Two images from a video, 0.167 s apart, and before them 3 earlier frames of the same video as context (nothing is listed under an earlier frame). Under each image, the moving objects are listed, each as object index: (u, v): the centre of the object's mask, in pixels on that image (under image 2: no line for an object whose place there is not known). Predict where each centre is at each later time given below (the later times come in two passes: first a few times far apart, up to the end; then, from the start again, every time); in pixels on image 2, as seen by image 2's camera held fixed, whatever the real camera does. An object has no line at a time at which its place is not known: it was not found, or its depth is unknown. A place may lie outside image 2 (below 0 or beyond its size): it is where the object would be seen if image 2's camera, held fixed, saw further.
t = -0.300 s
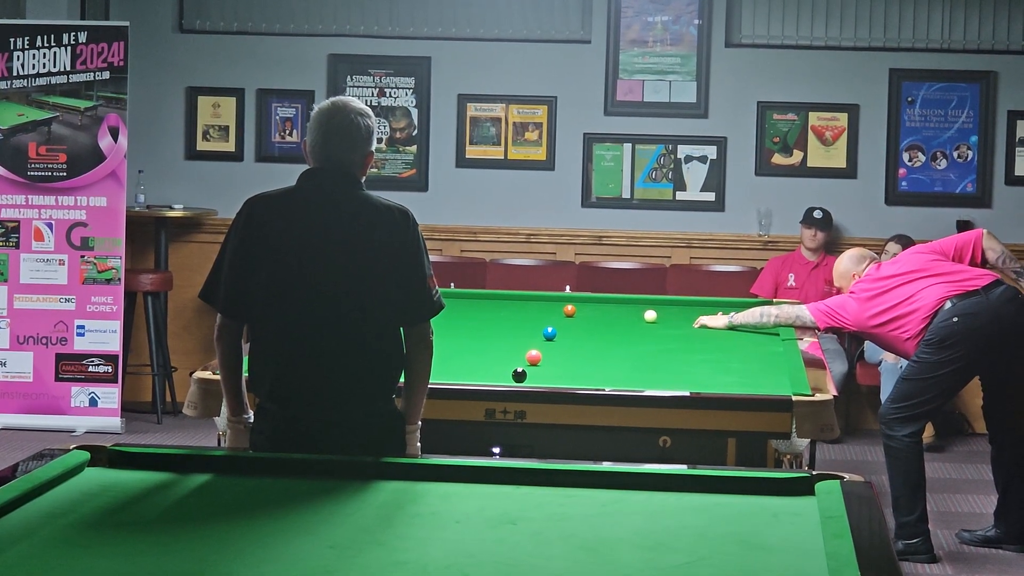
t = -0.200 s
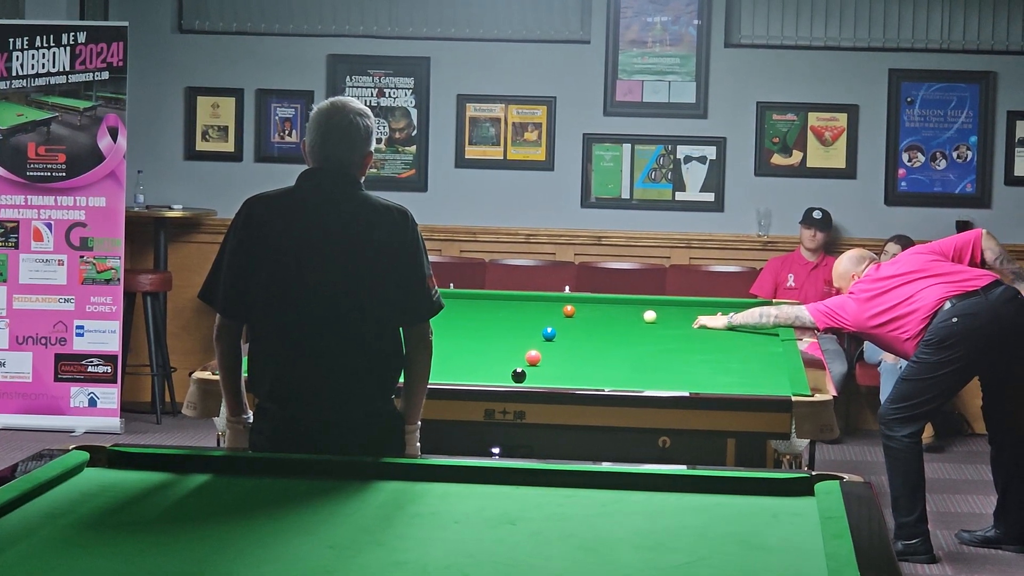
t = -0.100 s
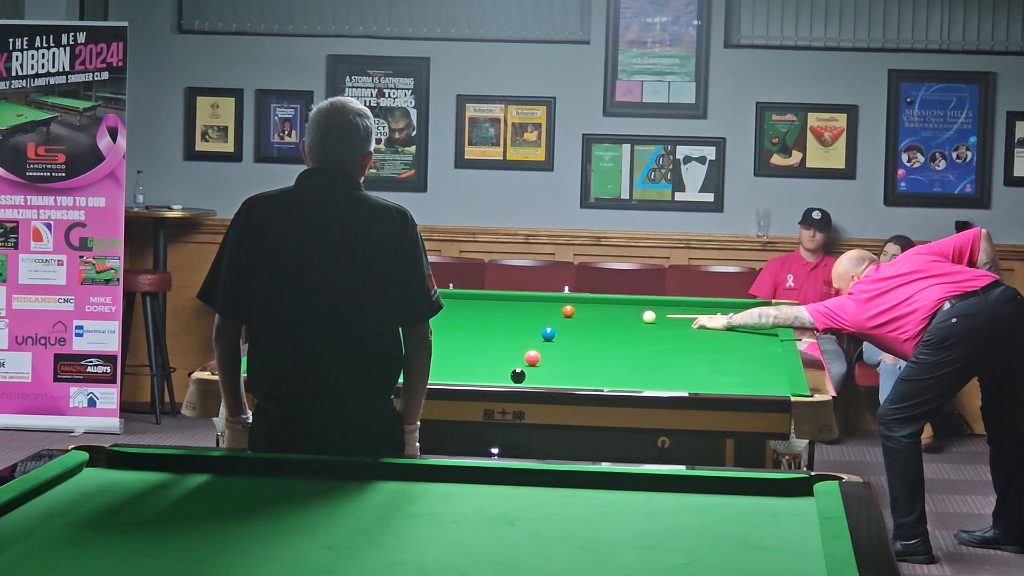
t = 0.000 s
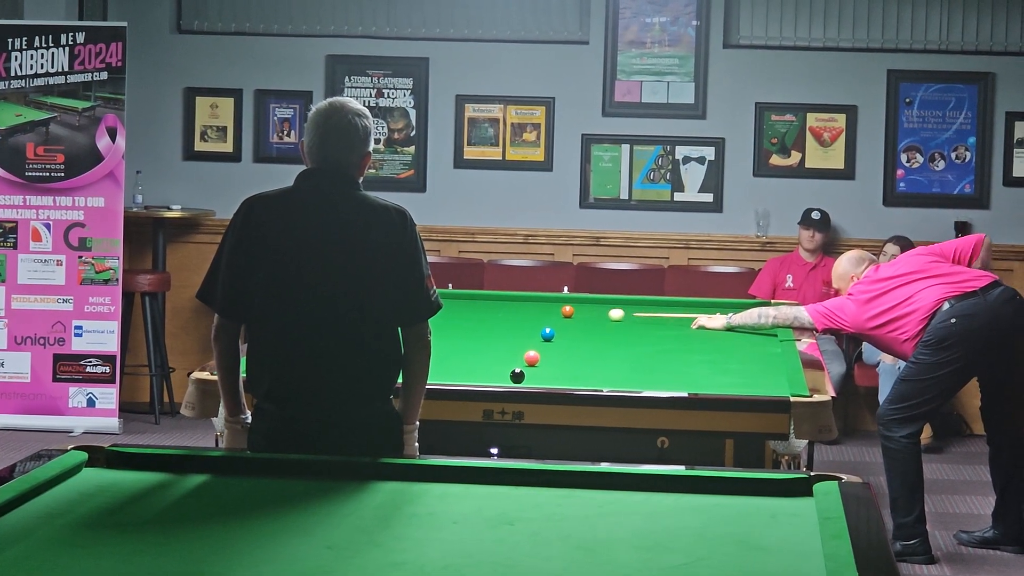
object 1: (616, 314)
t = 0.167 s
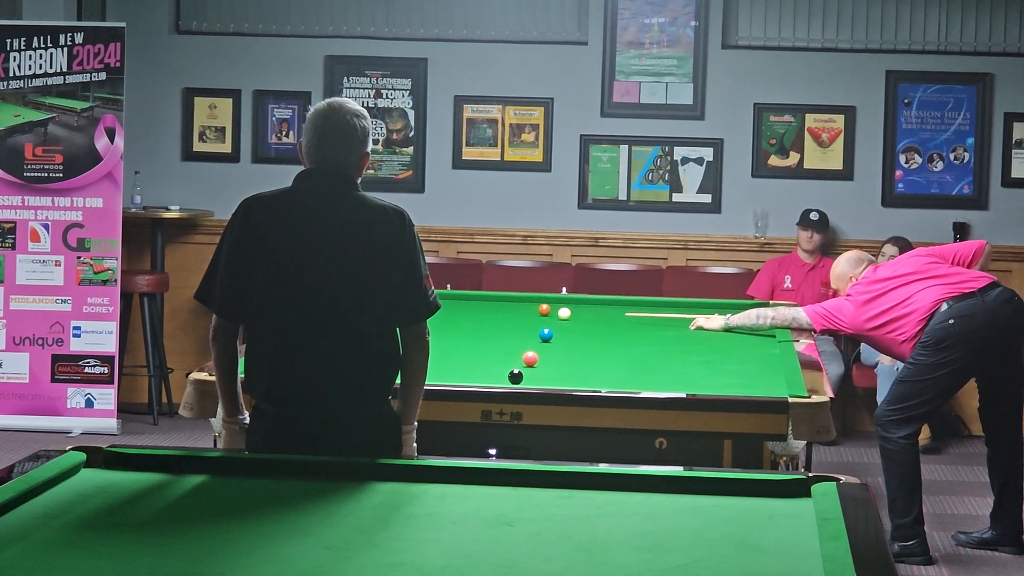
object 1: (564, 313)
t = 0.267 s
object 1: (548, 313)
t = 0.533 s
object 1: (497, 313)
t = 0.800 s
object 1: (447, 313)
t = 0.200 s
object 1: (559, 313)
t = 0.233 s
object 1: (553, 313)
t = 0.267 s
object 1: (548, 313)
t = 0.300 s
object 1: (542, 313)
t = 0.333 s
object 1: (535, 314)
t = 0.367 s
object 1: (529, 313)
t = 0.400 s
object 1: (523, 313)
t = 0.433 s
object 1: (516, 313)
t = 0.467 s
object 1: (510, 313)
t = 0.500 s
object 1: (503, 313)
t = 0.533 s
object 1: (497, 313)
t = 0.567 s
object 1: (490, 313)
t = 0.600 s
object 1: (484, 313)
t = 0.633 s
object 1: (478, 313)
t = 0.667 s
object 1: (471, 313)
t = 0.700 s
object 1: (465, 313)
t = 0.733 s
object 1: (459, 313)
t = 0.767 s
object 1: (453, 313)
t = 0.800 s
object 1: (447, 313)
